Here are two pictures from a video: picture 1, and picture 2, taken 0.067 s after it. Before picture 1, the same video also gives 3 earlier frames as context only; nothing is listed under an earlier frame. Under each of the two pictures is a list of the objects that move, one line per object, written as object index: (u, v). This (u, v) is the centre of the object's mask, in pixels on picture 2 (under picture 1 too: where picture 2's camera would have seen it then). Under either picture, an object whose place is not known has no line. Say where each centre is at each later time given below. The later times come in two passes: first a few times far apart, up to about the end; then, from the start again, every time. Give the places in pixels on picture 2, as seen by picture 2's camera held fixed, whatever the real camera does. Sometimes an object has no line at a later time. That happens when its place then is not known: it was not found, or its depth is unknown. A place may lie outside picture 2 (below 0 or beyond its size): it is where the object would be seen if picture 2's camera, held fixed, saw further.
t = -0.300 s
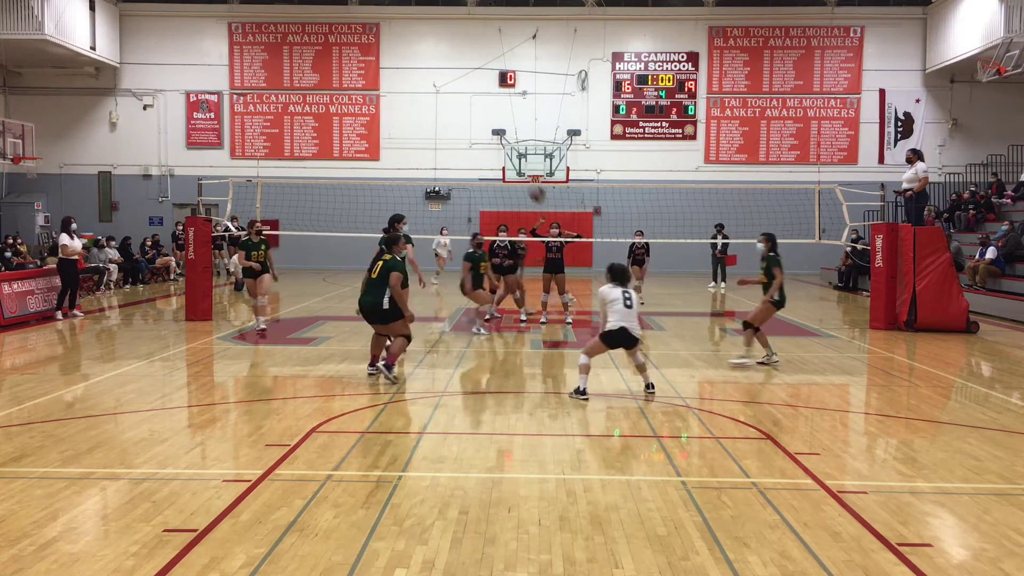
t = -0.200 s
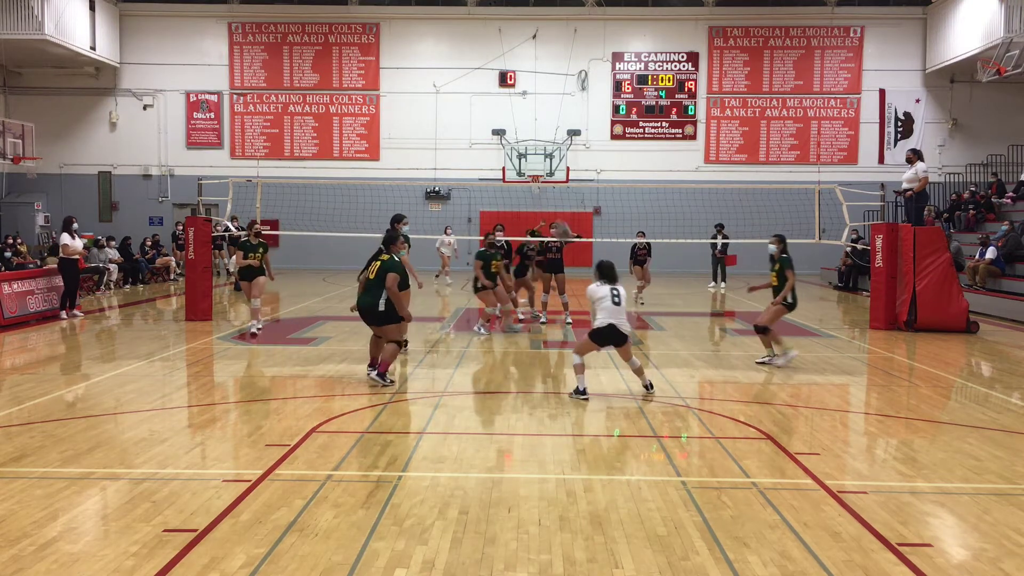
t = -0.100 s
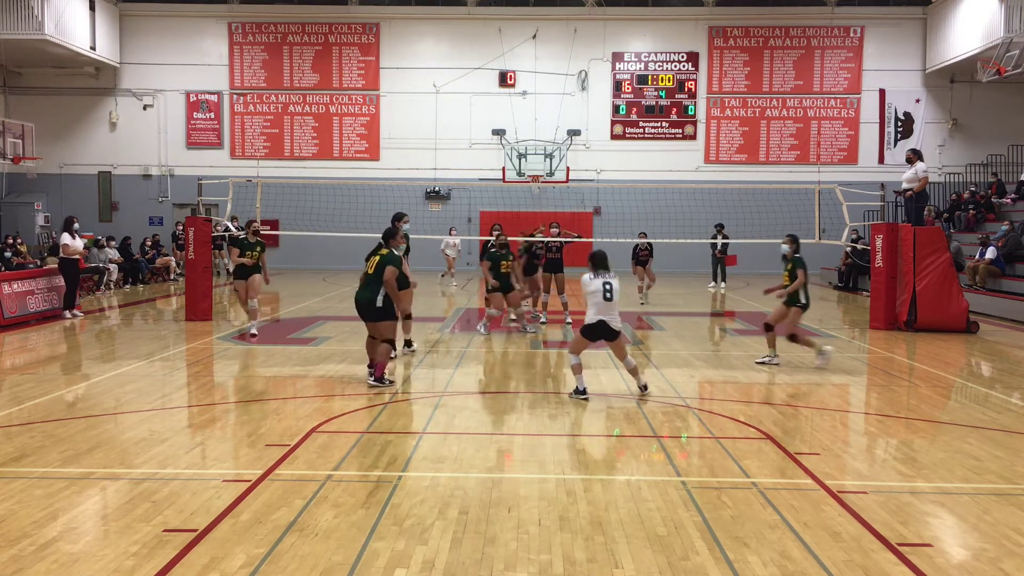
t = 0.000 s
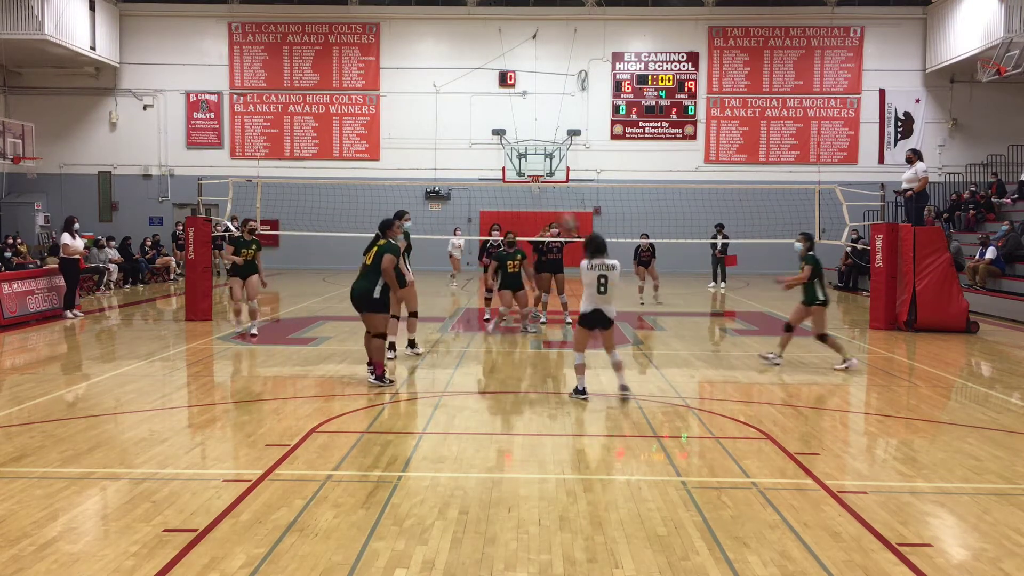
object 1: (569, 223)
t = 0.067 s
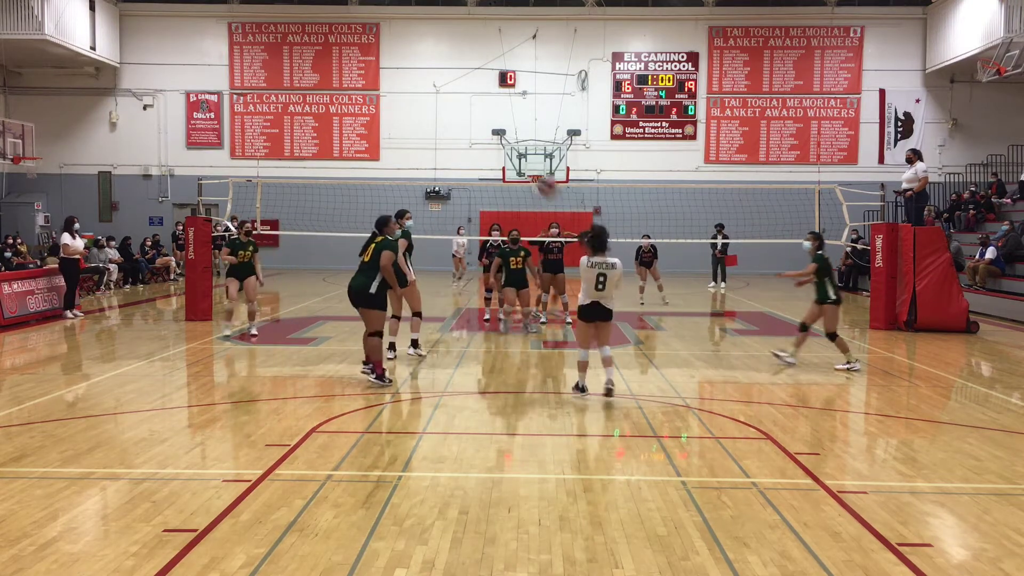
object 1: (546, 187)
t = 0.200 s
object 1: (505, 117)
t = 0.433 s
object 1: (434, 46)
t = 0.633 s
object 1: (377, 28)
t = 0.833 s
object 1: (320, 48)
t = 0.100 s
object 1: (536, 167)
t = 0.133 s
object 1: (527, 150)
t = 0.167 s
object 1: (517, 133)
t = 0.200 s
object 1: (505, 117)
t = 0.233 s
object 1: (496, 105)
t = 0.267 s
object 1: (485, 92)
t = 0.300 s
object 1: (474, 80)
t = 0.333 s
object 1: (465, 71)
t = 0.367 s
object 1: (455, 61)
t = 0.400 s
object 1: (445, 53)
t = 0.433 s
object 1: (434, 46)
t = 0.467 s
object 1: (425, 41)
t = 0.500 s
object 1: (415, 36)
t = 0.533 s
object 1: (405, 32)
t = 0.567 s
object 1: (395, 30)
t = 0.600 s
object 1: (386, 29)
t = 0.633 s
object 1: (377, 28)
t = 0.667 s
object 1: (367, 29)
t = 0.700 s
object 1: (358, 30)
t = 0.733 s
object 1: (348, 33)
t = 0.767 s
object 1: (338, 37)
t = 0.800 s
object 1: (329, 42)
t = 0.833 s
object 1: (320, 48)
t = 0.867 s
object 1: (310, 56)
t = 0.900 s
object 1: (300, 65)
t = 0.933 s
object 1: (292, 75)
